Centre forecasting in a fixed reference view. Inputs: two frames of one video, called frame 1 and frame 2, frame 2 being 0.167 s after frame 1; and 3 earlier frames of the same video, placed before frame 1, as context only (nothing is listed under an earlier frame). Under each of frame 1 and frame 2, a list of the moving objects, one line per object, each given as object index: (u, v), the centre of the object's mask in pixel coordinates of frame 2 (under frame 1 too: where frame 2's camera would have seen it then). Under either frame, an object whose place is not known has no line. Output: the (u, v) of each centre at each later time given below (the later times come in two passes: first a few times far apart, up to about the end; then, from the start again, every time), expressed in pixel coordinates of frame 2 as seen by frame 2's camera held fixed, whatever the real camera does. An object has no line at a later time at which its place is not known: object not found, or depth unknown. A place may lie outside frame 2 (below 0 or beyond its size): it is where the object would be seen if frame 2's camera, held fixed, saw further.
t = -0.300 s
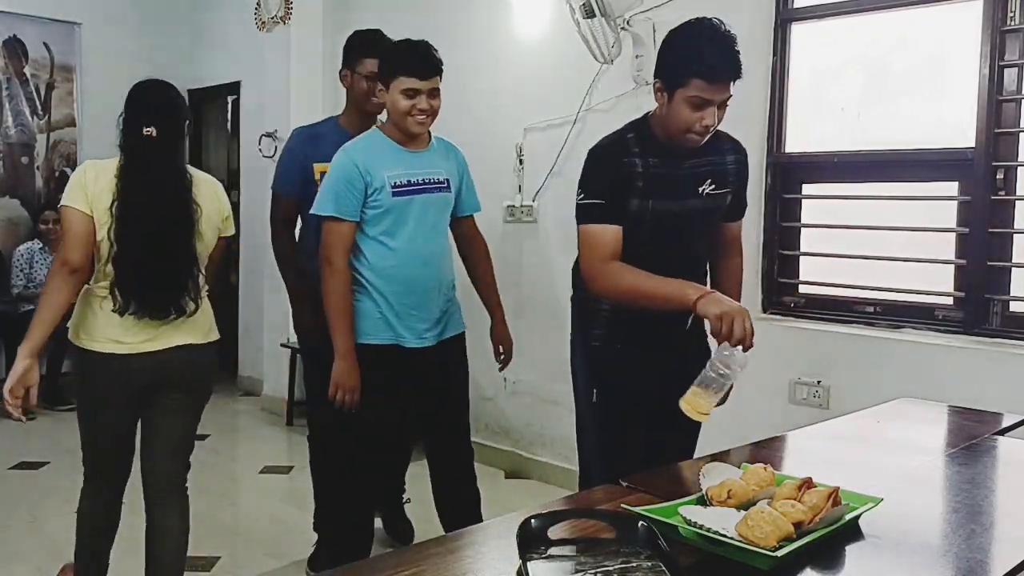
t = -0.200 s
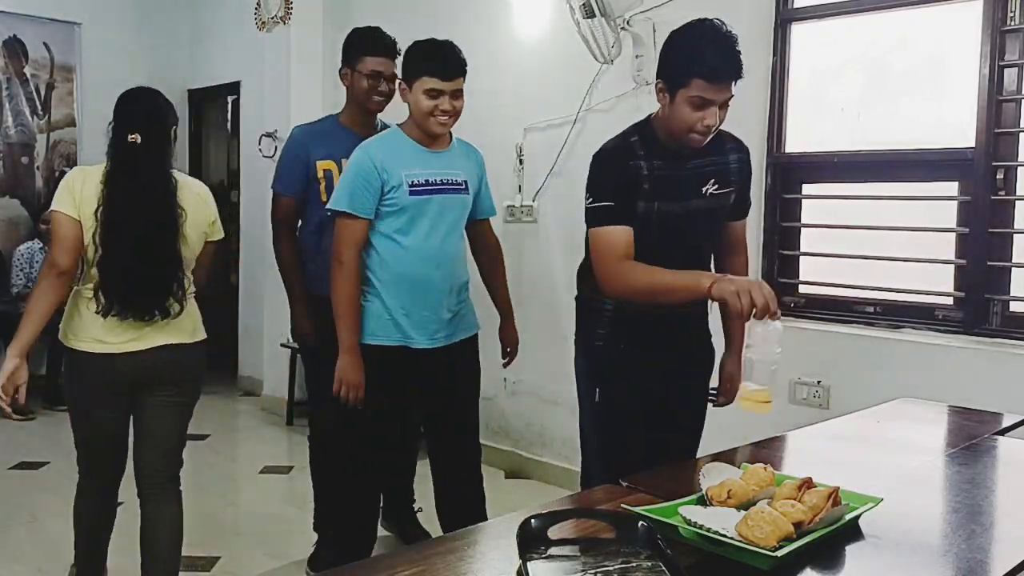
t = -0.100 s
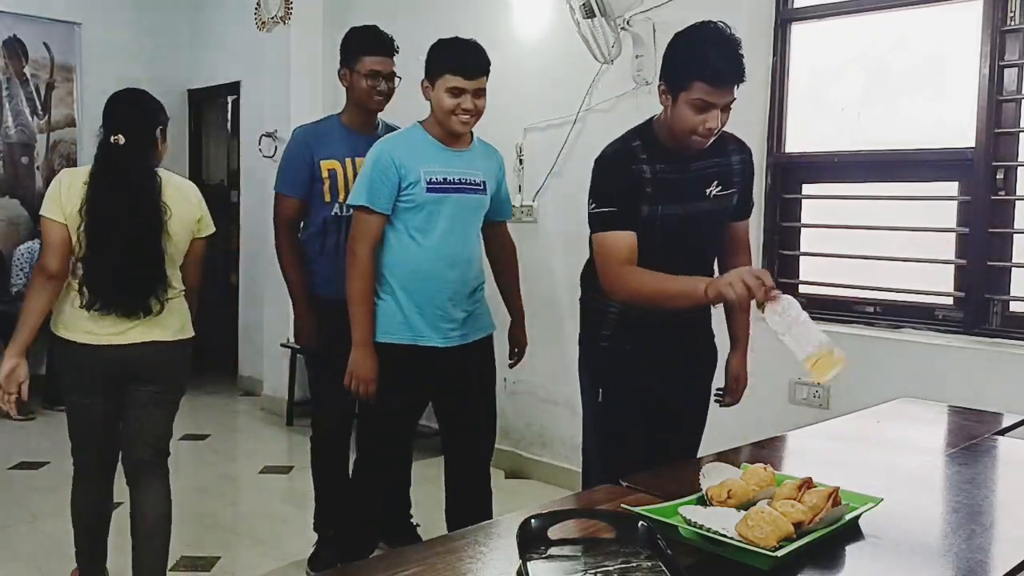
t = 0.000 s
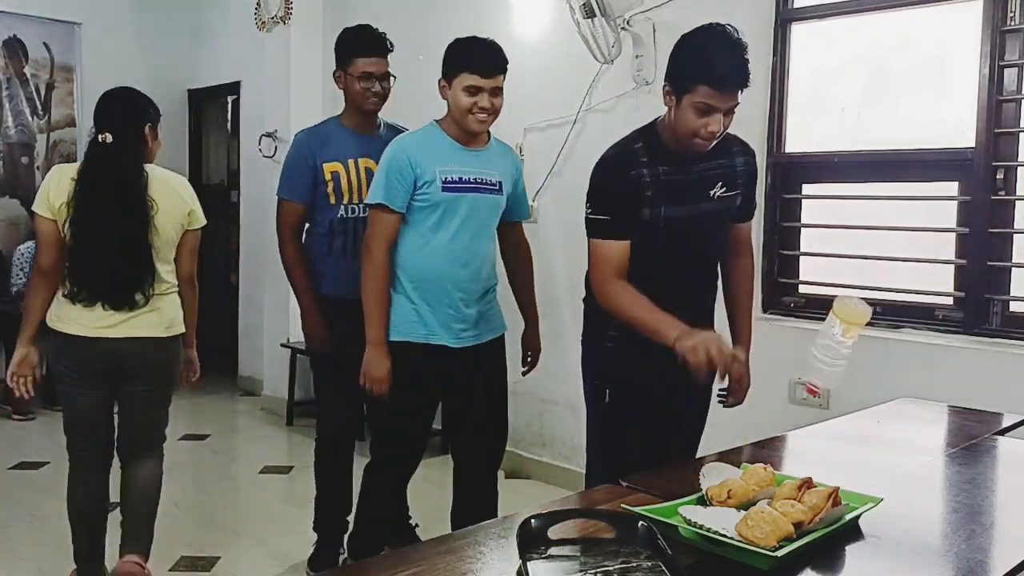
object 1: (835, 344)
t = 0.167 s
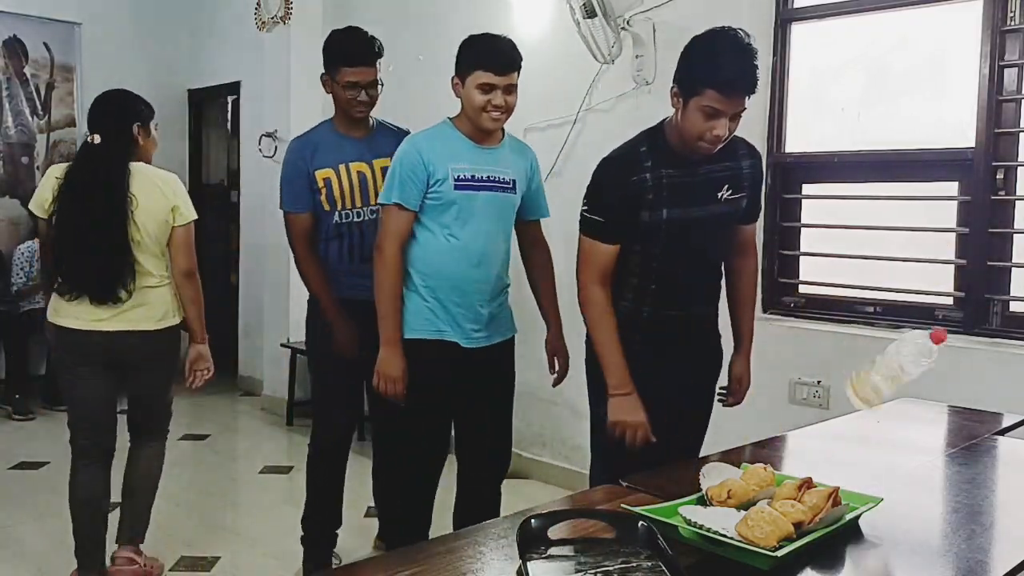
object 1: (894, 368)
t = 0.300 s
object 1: (900, 422)
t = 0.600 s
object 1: (928, 439)
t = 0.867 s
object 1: (928, 453)
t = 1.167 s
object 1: (933, 454)
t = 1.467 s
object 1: (937, 455)
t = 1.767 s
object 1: (936, 455)
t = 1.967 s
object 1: (937, 455)
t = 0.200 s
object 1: (892, 388)
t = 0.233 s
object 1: (888, 424)
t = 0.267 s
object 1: (895, 423)
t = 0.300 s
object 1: (900, 422)
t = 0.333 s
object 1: (903, 422)
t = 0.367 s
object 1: (906, 422)
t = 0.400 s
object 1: (909, 423)
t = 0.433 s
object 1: (912, 424)
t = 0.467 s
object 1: (915, 425)
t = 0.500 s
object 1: (918, 426)
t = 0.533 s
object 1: (921, 429)
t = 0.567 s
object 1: (924, 433)
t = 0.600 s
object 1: (928, 439)
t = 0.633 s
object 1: (930, 449)
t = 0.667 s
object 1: (931, 450)
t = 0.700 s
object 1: (929, 449)
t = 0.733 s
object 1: (929, 452)
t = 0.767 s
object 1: (928, 453)
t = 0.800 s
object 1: (928, 453)
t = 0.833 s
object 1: (928, 453)
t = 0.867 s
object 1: (928, 453)
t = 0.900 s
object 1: (928, 453)
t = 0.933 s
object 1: (929, 453)
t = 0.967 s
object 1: (929, 453)
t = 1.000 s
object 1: (930, 454)
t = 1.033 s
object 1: (931, 454)
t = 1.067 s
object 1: (931, 454)
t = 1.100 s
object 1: (932, 454)
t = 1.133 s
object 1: (932, 454)
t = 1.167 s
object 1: (933, 454)
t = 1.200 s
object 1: (933, 454)
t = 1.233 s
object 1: (934, 454)
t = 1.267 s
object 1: (934, 454)
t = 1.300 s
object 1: (935, 454)
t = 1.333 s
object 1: (935, 455)
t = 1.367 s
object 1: (936, 455)
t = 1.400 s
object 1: (937, 455)
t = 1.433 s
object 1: (937, 455)
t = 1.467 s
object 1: (937, 455)
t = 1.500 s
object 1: (937, 455)
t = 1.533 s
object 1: (937, 455)
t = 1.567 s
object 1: (937, 455)
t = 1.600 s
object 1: (936, 455)
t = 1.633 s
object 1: (936, 455)
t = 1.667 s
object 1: (936, 455)
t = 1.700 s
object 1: (936, 455)
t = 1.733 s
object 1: (936, 455)
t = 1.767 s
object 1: (936, 455)
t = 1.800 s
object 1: (936, 455)
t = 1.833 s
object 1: (937, 455)
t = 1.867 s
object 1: (937, 455)
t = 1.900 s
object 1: (937, 455)
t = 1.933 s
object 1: (937, 455)
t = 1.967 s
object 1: (937, 455)
